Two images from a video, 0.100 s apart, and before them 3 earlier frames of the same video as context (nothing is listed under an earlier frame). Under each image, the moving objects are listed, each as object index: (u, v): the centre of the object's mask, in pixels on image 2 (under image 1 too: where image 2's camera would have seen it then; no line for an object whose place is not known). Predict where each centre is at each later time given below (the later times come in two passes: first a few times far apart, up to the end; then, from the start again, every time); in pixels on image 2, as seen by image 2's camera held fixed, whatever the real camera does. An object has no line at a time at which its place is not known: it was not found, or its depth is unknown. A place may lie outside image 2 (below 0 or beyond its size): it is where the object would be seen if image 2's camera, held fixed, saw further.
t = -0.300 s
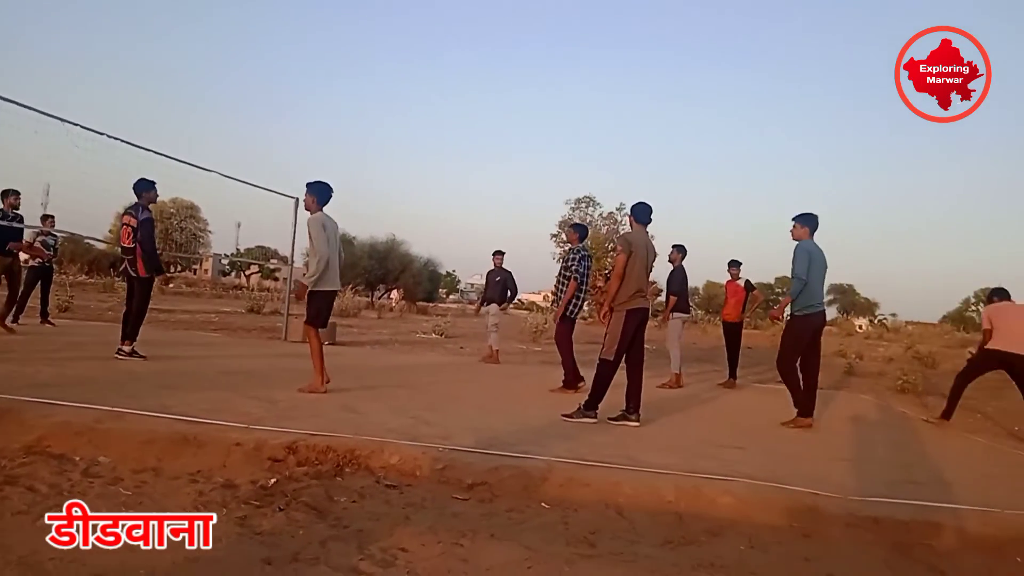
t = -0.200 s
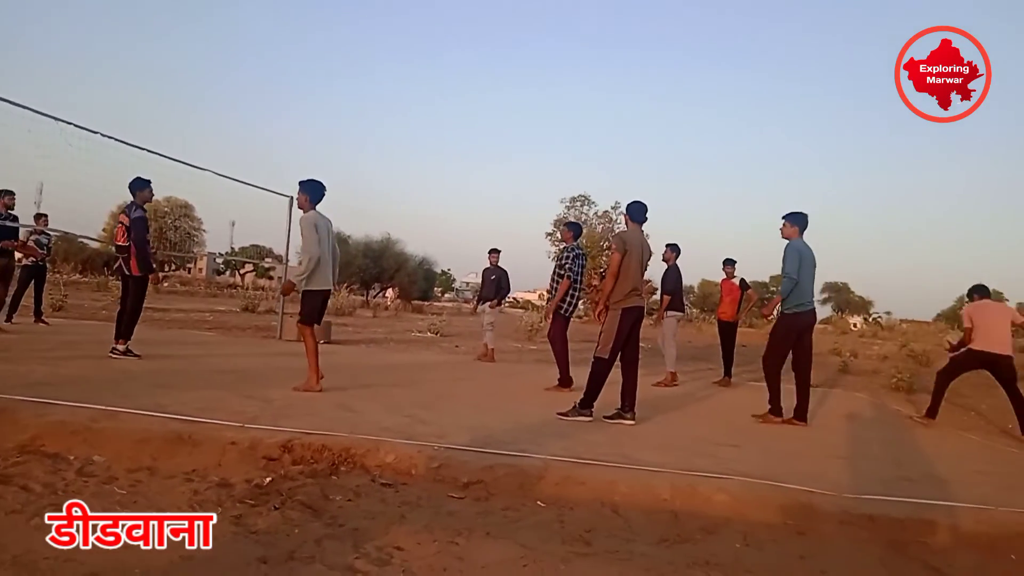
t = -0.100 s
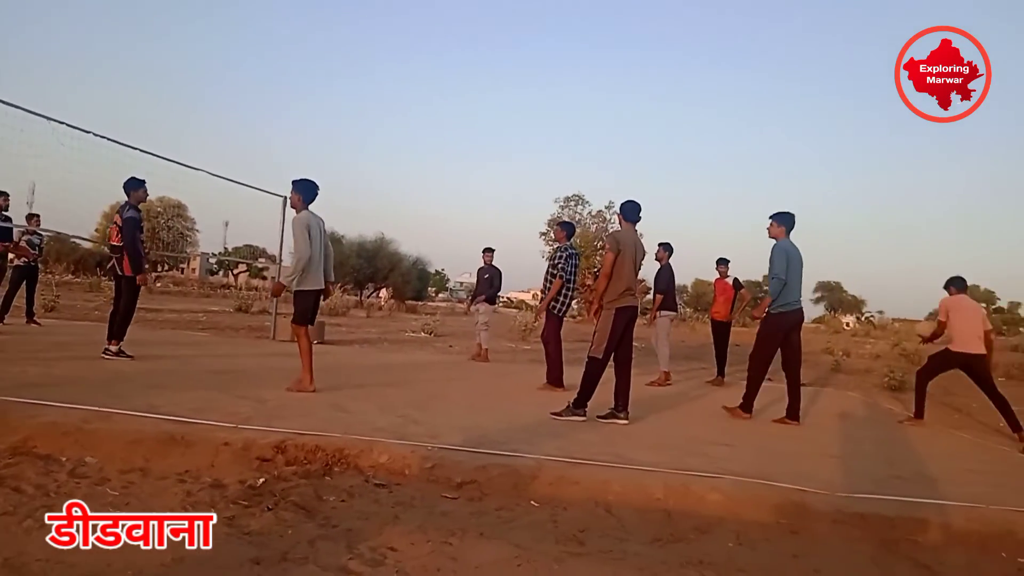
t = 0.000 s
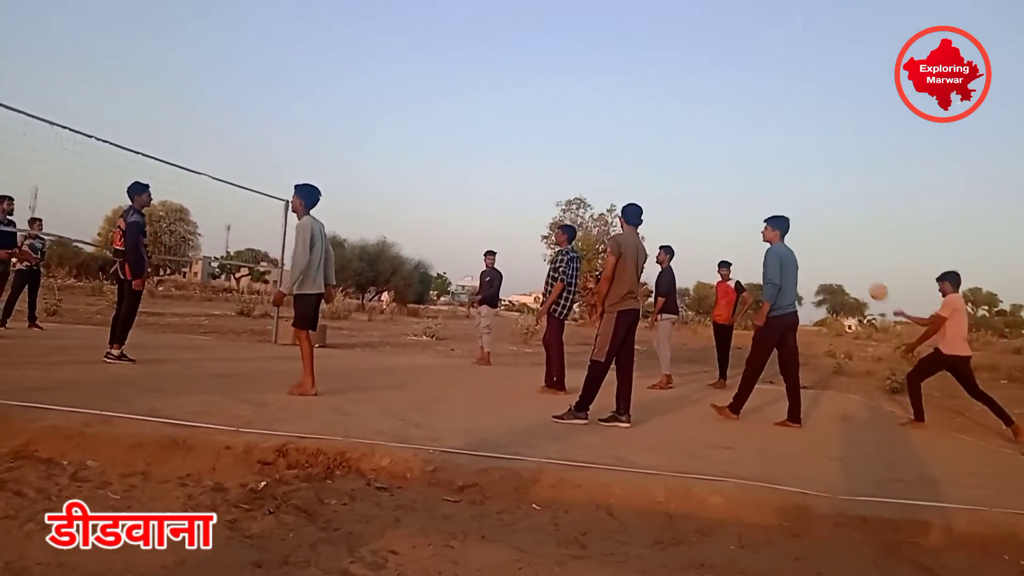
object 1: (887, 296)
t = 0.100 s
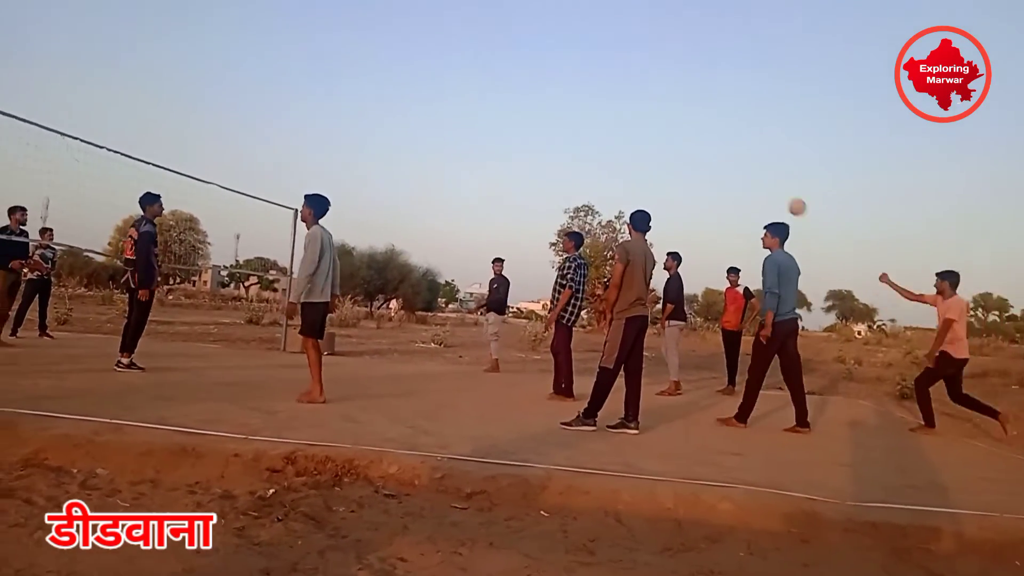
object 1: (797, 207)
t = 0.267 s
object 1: (666, 94)
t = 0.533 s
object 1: (489, -22)
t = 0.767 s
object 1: (352, -72)
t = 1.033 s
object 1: (209, -78)
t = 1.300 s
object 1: (75, -39)
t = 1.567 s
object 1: (-54, 44)
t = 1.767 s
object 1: (-149, 131)
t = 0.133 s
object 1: (769, 181)
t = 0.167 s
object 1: (743, 156)
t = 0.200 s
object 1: (717, 134)
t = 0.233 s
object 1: (691, 113)
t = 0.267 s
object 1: (666, 94)
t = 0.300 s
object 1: (643, 75)
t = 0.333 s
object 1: (619, 57)
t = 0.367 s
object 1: (596, 41)
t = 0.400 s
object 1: (574, 26)
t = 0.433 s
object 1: (553, 12)
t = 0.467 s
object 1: (532, -1)
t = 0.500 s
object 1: (510, -12)
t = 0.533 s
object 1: (489, -22)
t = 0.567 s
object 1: (469, -31)
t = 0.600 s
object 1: (449, -40)
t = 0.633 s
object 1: (430, -48)
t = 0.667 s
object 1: (411, -55)
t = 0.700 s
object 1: (391, -61)
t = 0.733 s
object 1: (372, -67)
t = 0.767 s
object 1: (352, -72)
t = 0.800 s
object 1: (333, -75)
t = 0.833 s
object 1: (315, -76)
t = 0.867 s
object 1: (297, -79)
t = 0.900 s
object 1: (279, -81)
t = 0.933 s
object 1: (262, -81)
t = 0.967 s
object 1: (244, -80)
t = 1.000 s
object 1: (226, -79)
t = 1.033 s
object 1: (209, -78)
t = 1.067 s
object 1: (192, -76)
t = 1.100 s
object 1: (174, -72)
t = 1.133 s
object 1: (158, -68)
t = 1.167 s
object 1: (141, -63)
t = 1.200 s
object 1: (125, -57)
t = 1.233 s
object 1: (109, -53)
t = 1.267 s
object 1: (91, -45)
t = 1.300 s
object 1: (75, -39)
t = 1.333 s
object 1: (58, -30)
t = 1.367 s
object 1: (42, -22)
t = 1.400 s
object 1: (25, -12)
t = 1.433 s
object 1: (9, -2)
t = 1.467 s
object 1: (-6, 9)
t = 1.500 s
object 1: (-22, 20)
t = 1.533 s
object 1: (-39, 32)
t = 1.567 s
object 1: (-54, 44)
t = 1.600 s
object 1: (-71, 58)
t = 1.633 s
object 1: (-88, 71)
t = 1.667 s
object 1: (-103, 85)
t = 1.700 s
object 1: (-118, 100)
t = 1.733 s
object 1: (-134, 116)
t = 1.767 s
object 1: (-149, 131)
